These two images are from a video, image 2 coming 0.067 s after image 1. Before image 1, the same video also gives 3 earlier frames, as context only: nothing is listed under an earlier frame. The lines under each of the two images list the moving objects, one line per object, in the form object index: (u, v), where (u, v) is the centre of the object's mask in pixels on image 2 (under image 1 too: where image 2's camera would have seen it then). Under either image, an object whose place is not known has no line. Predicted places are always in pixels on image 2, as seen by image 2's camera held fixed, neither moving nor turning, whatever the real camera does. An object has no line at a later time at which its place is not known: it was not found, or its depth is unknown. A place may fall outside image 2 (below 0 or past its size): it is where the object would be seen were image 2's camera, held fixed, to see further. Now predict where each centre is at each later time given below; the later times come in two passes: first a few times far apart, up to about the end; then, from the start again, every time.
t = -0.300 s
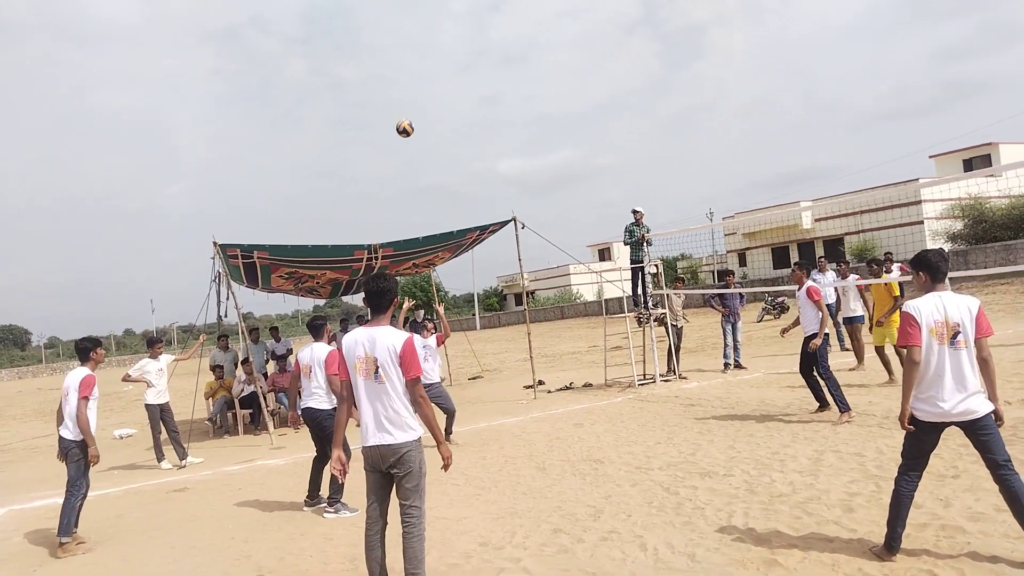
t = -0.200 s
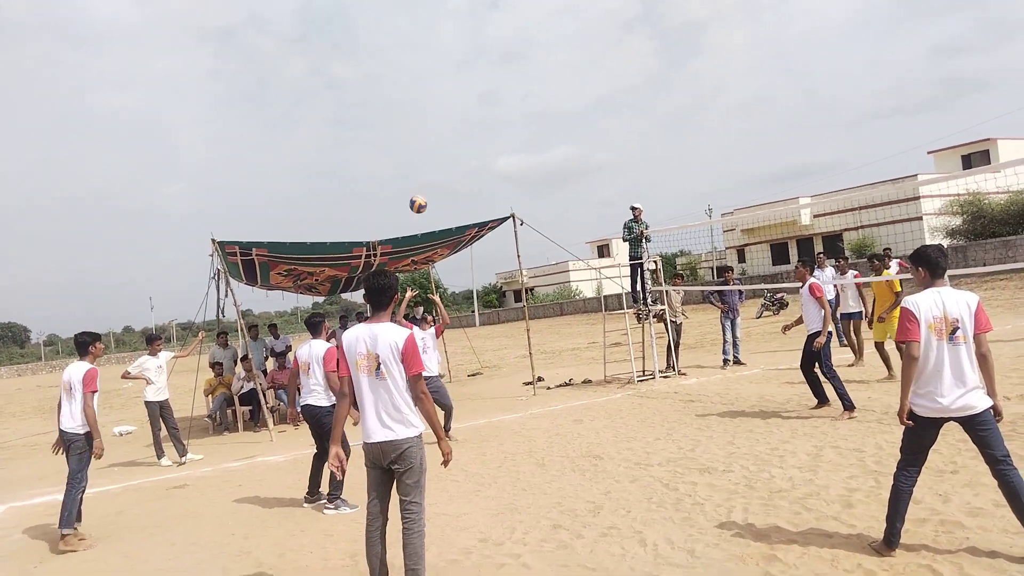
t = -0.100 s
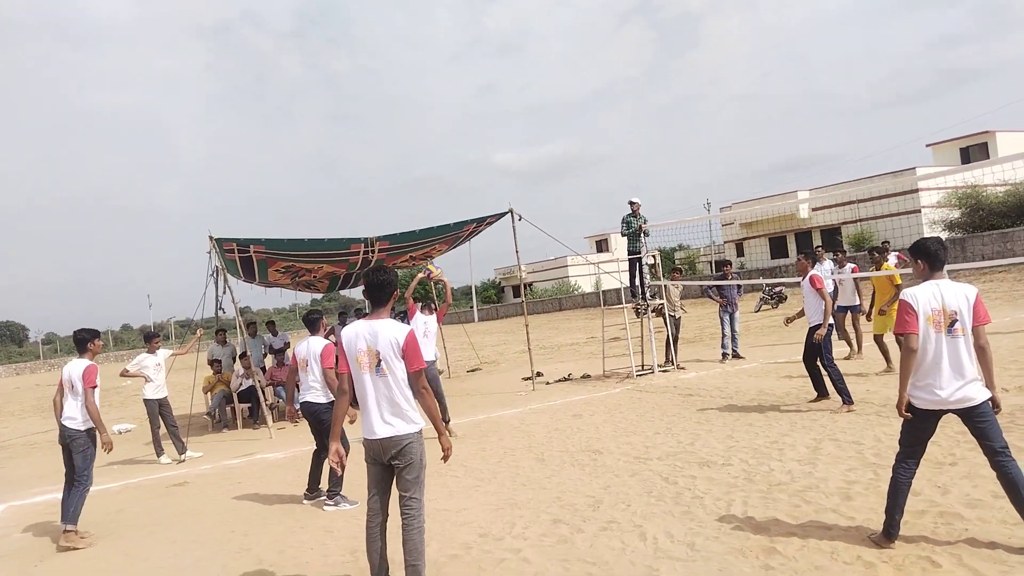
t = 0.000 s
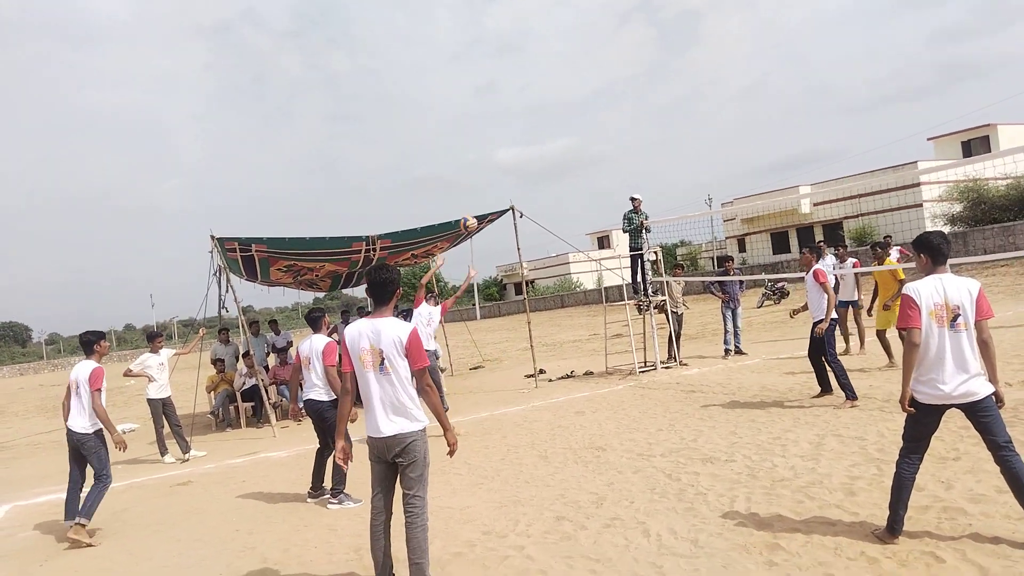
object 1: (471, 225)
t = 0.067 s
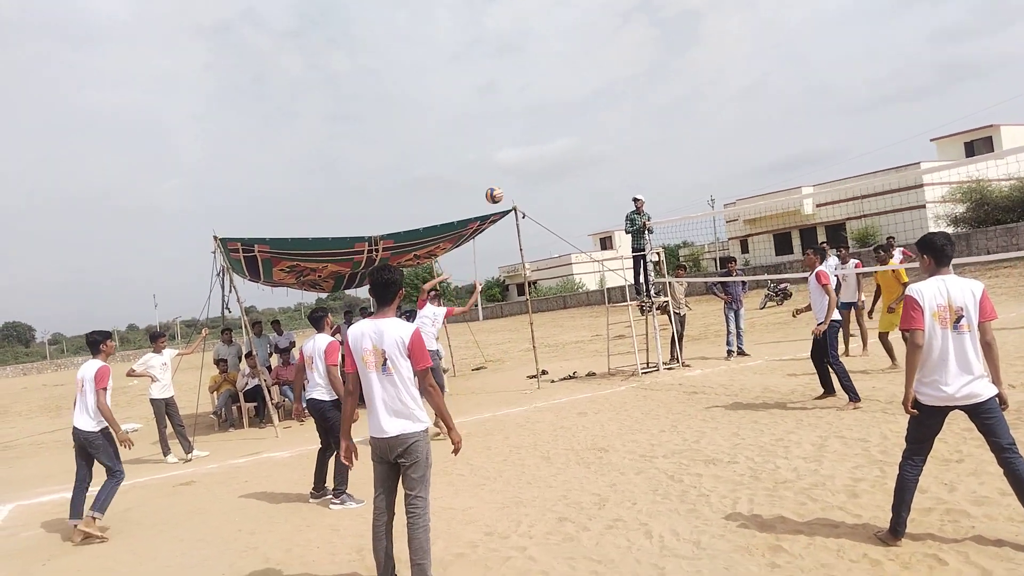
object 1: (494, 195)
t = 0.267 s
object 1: (568, 129)
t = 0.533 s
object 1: (668, 92)
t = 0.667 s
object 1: (718, 97)
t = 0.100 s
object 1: (506, 182)
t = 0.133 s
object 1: (518, 170)
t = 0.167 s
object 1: (531, 158)
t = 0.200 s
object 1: (543, 147)
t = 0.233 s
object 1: (555, 138)
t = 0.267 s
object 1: (568, 129)
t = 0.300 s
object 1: (580, 121)
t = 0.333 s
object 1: (593, 114)
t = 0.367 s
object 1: (605, 108)
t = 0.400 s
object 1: (618, 103)
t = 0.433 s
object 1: (630, 99)
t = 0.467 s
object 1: (643, 96)
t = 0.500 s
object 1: (655, 94)
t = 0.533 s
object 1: (668, 92)
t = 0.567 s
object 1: (681, 92)
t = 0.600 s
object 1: (693, 92)
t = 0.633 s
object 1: (706, 94)
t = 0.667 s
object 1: (718, 97)
